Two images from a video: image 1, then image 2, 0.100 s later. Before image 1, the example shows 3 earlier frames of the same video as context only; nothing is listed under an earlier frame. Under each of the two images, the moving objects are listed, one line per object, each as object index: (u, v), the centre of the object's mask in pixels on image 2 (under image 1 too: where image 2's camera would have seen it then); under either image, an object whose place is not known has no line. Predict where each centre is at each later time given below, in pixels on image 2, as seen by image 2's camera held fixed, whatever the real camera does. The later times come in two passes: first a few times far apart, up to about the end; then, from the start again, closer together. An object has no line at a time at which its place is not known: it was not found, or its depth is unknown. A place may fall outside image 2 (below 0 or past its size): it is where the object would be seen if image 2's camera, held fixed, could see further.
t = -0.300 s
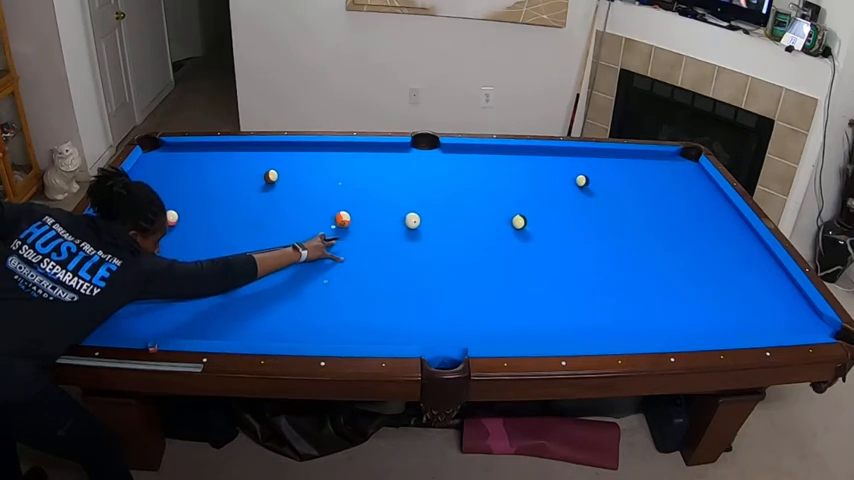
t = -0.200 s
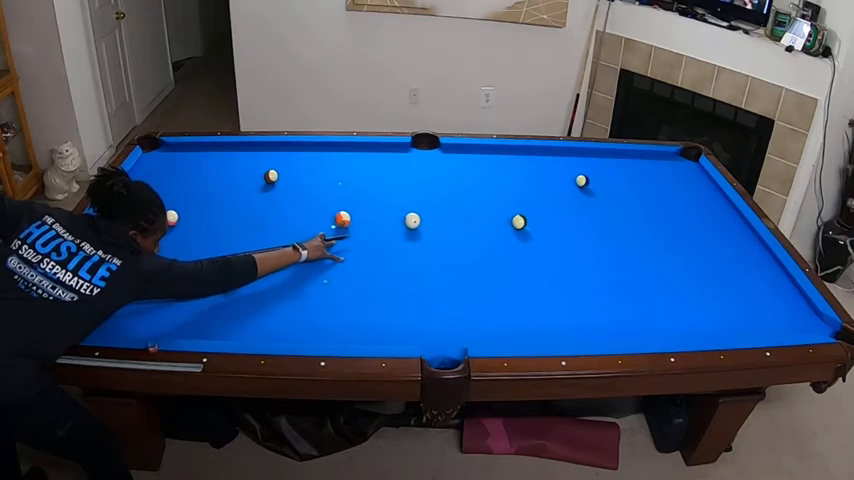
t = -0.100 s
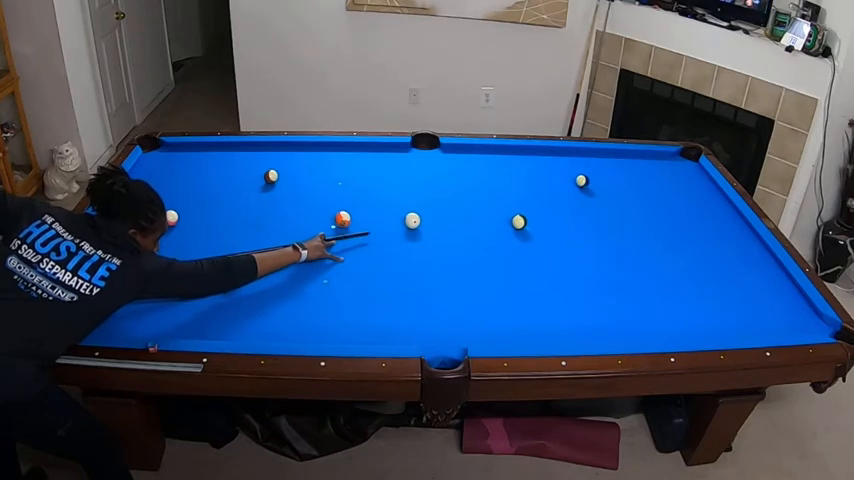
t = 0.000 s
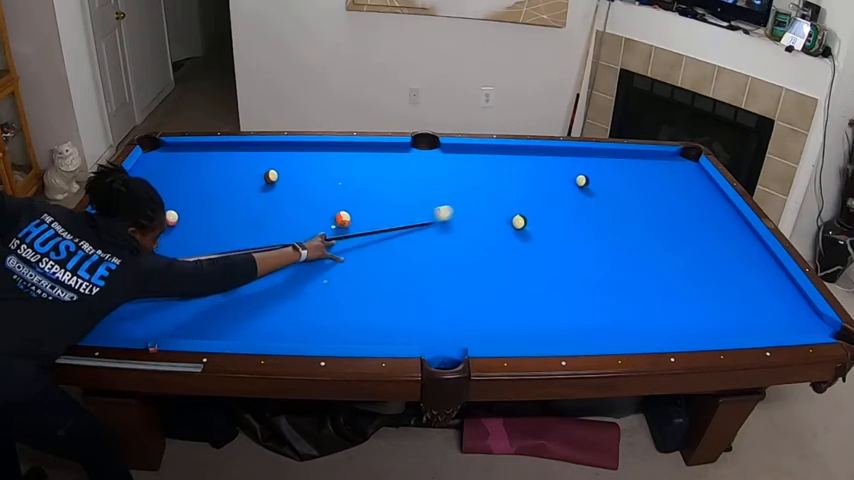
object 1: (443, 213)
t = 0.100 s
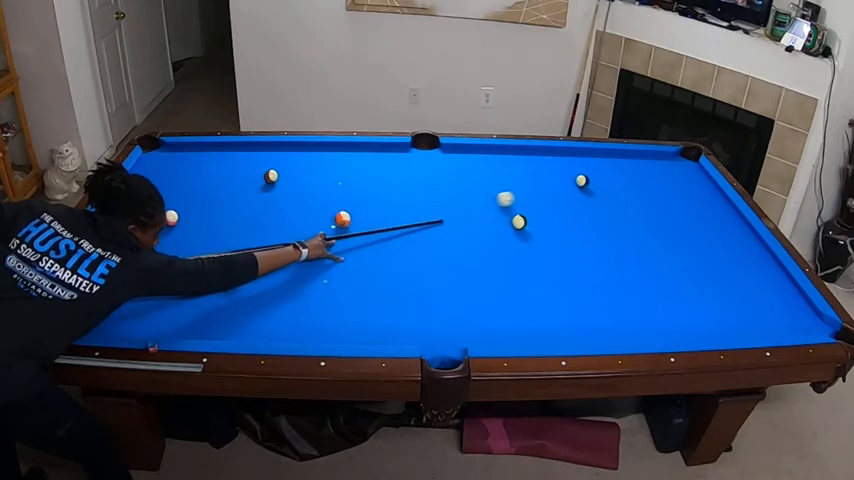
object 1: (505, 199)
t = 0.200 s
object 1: (554, 187)
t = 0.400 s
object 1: (569, 184)
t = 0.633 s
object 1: (565, 185)
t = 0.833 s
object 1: (562, 186)
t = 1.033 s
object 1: (559, 186)
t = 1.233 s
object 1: (556, 187)
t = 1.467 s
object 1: (554, 187)
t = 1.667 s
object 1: (553, 187)
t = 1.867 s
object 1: (553, 186)
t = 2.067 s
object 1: (553, 186)
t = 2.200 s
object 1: (553, 186)
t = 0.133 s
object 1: (523, 194)
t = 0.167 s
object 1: (539, 191)
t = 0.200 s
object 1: (554, 187)
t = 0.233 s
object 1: (568, 184)
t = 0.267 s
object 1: (572, 183)
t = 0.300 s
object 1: (571, 184)
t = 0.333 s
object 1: (570, 184)
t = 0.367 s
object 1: (570, 184)
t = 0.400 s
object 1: (569, 184)
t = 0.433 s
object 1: (568, 184)
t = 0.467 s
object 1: (568, 184)
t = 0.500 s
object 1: (567, 185)
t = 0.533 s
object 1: (566, 185)
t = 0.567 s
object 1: (566, 185)
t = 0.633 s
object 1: (565, 185)
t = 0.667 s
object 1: (564, 185)
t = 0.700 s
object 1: (564, 185)
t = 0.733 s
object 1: (563, 185)
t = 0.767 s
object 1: (563, 186)
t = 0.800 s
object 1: (562, 186)
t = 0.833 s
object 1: (562, 186)
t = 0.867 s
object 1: (561, 186)
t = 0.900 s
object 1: (561, 186)
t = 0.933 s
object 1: (560, 186)
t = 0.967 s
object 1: (560, 186)
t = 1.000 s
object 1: (559, 186)
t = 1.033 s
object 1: (559, 186)
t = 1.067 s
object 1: (558, 186)
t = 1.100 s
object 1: (558, 186)
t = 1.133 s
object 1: (558, 186)
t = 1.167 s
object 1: (557, 187)
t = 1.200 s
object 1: (557, 187)
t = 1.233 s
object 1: (556, 187)
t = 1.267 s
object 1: (556, 187)
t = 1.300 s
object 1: (556, 187)
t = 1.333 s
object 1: (555, 187)
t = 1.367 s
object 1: (555, 187)
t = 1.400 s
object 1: (555, 187)
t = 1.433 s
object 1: (554, 187)
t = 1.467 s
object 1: (554, 187)
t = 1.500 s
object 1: (554, 187)
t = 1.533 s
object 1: (554, 187)
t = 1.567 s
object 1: (554, 187)
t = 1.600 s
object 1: (553, 187)
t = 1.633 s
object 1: (553, 187)
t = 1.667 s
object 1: (553, 187)
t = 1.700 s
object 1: (553, 187)
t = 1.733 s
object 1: (553, 187)
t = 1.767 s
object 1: (553, 187)
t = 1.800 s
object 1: (553, 187)
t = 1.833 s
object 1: (553, 187)
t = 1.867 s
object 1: (553, 186)
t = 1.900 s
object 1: (553, 186)
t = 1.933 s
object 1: (553, 186)
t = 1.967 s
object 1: (553, 186)
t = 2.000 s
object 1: (553, 186)
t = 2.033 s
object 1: (553, 186)
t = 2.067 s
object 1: (553, 186)
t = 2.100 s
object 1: (553, 186)
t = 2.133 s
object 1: (553, 186)
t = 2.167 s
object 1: (553, 186)
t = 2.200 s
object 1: (553, 186)
